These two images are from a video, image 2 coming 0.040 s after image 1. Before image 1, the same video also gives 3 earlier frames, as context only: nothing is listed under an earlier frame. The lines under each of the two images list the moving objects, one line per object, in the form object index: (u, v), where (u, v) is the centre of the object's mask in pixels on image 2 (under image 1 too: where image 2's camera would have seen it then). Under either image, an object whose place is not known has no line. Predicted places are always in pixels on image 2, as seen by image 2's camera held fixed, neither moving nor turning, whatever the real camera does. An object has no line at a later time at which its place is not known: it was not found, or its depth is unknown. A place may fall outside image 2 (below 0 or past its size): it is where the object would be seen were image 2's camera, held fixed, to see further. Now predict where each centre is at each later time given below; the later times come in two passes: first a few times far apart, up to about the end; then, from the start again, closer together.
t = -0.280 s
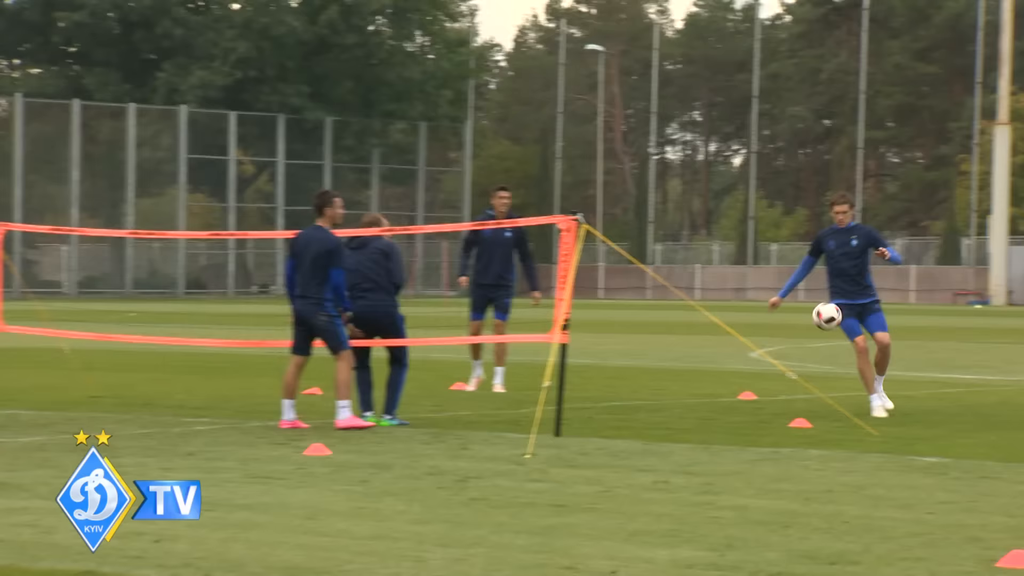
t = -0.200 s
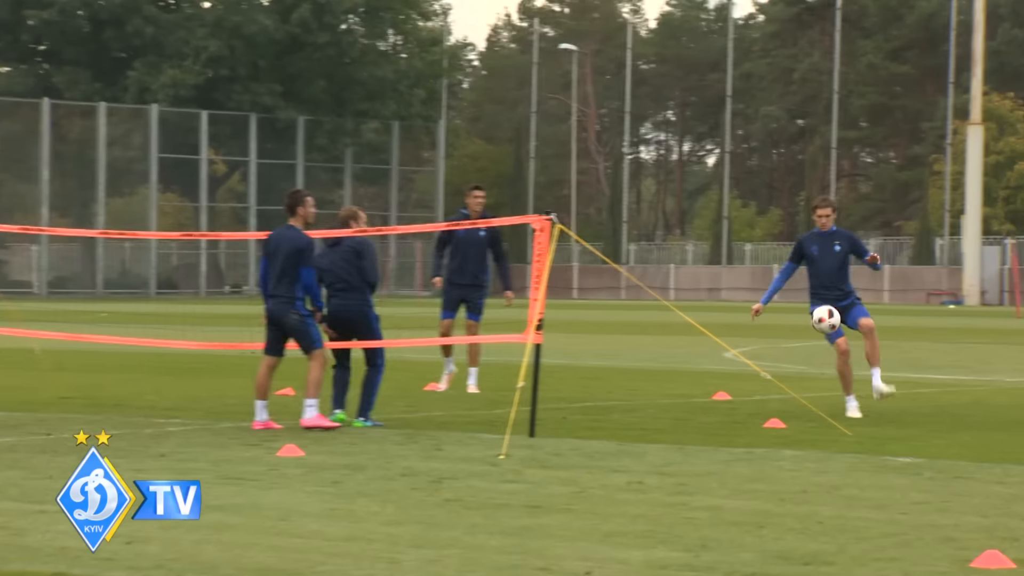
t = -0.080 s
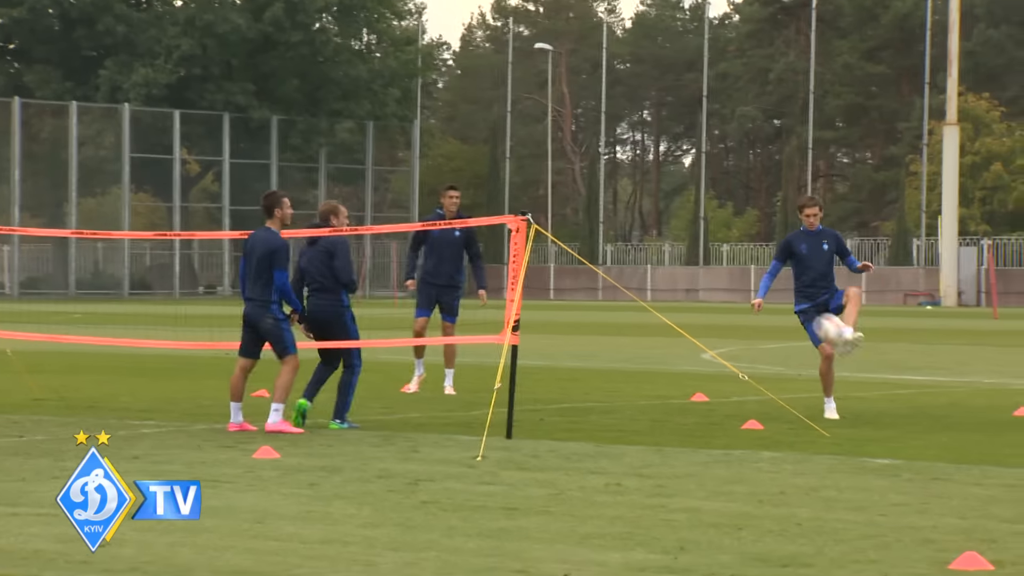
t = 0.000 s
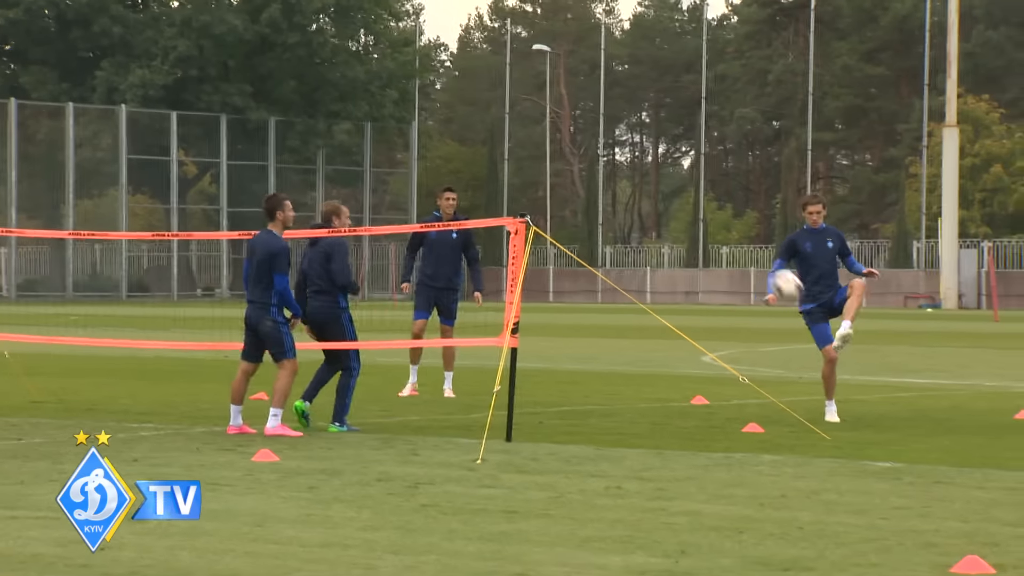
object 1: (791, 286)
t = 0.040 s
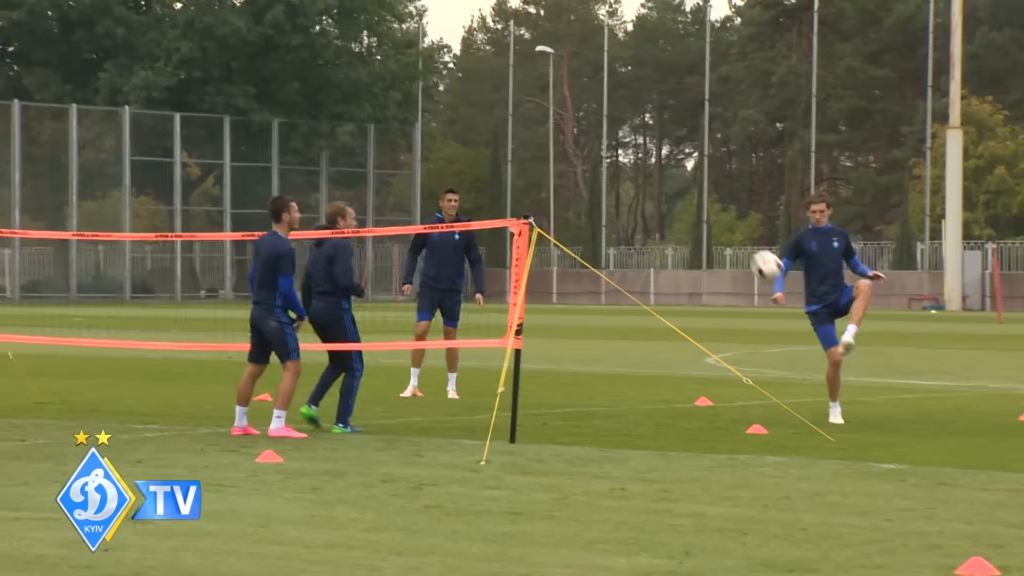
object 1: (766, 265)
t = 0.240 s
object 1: (654, 193)
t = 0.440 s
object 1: (539, 171)
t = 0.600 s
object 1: (447, 189)
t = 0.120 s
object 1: (721, 230)
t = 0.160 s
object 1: (698, 215)
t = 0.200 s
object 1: (676, 203)
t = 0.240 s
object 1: (654, 193)
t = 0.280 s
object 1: (630, 184)
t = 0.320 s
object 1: (607, 179)
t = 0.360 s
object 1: (585, 175)
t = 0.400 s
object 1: (562, 172)
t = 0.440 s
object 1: (539, 171)
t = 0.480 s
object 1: (517, 173)
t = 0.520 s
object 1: (493, 176)
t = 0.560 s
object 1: (471, 182)
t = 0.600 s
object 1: (447, 189)
